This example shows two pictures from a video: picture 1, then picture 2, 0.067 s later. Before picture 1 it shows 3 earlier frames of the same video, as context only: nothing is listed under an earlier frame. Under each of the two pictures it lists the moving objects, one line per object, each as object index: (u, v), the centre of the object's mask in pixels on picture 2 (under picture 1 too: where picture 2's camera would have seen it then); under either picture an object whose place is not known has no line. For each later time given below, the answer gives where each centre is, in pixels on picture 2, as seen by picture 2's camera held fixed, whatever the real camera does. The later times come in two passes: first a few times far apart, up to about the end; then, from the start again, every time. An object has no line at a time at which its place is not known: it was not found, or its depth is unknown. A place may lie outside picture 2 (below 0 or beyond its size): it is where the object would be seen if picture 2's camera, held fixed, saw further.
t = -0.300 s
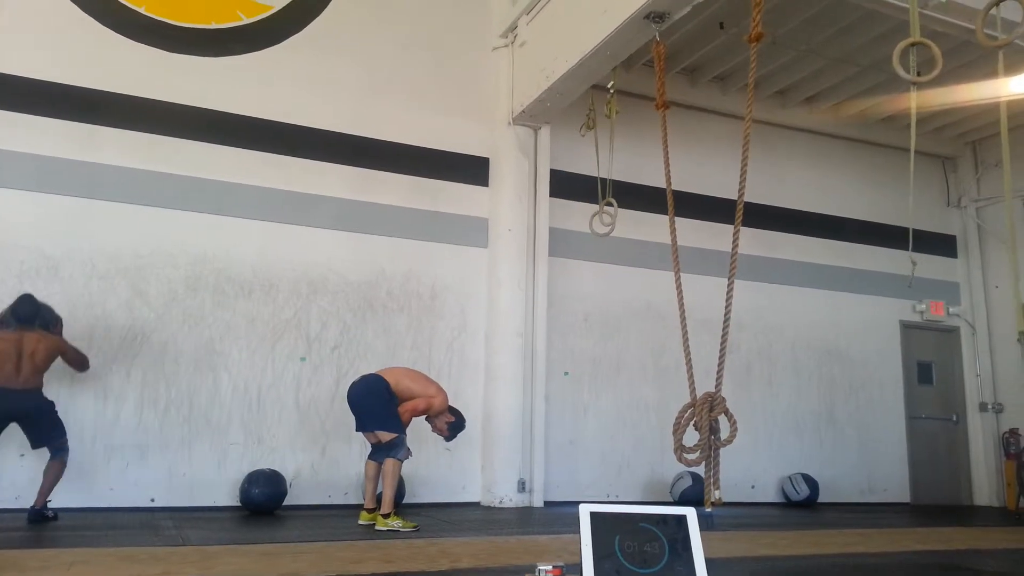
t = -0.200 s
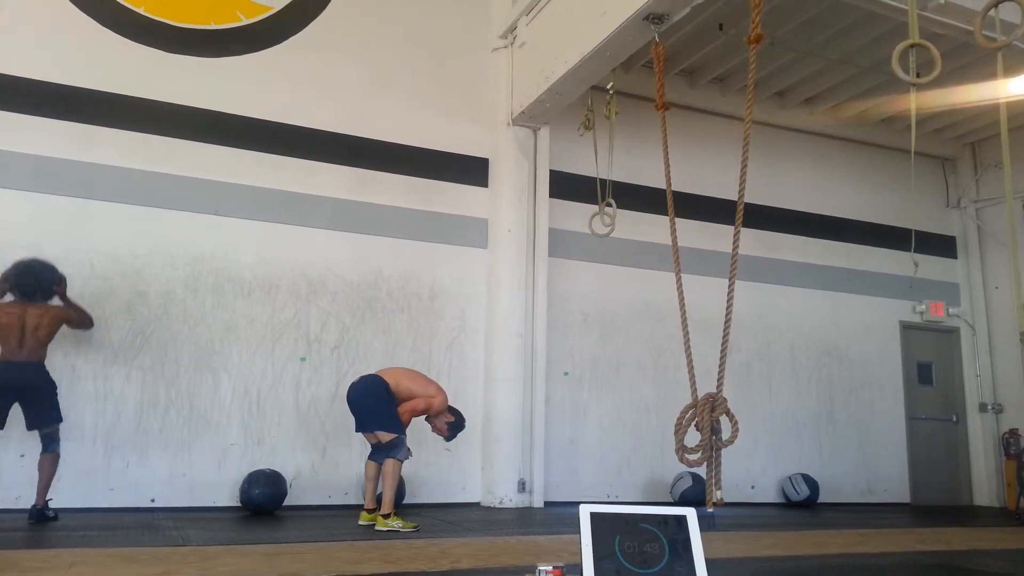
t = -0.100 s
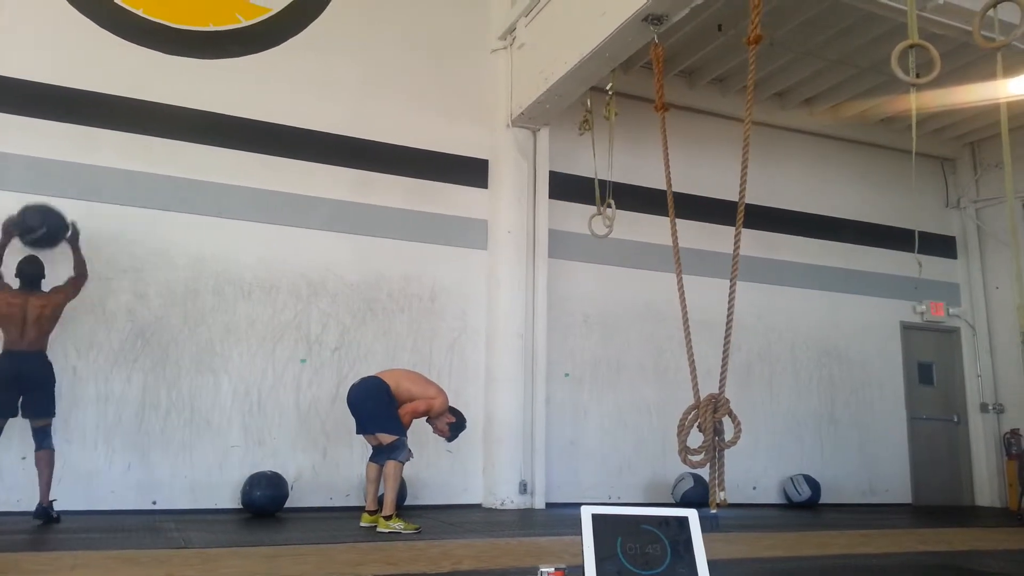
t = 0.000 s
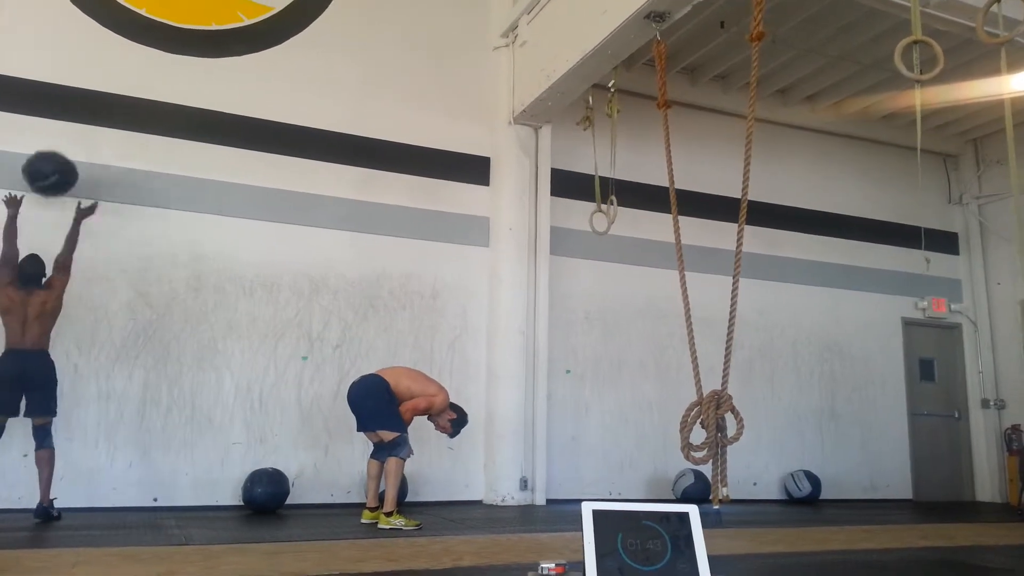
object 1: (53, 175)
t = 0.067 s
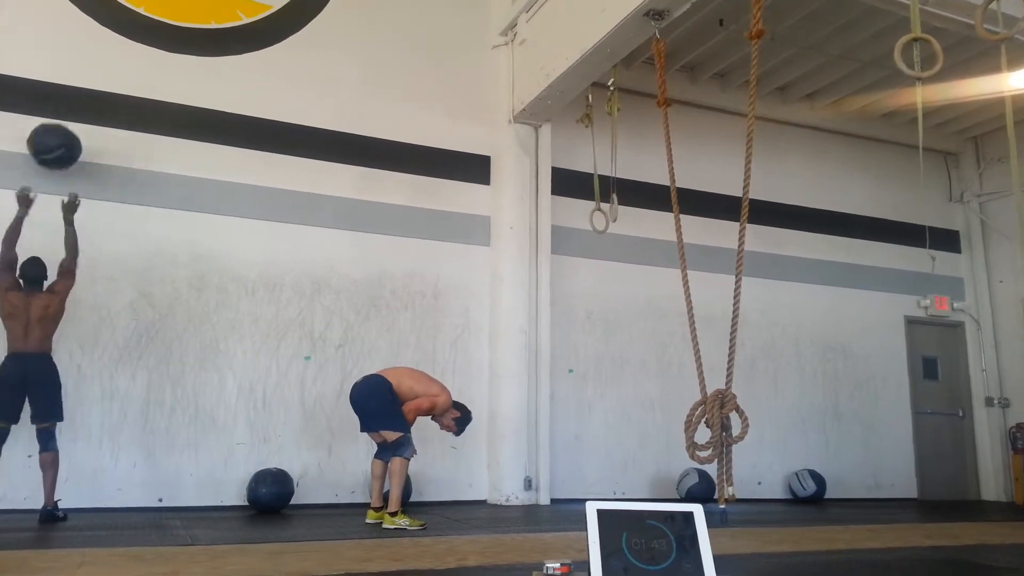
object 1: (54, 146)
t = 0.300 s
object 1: (65, 98)
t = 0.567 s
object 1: (63, 110)
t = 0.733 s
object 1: (56, 160)
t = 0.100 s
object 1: (57, 137)
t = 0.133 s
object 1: (60, 127)
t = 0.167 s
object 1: (60, 118)
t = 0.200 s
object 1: (62, 111)
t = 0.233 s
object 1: (63, 106)
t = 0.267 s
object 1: (65, 102)
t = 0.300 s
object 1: (65, 98)
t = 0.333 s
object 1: (65, 97)
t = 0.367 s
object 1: (66, 97)
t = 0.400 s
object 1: (65, 97)
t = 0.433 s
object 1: (64, 97)
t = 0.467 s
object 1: (65, 98)
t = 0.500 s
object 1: (65, 100)
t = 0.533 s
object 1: (64, 104)
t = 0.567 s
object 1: (63, 110)
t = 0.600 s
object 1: (62, 117)
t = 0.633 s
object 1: (61, 126)
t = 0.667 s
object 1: (60, 136)
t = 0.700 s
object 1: (58, 147)
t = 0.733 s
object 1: (56, 160)
